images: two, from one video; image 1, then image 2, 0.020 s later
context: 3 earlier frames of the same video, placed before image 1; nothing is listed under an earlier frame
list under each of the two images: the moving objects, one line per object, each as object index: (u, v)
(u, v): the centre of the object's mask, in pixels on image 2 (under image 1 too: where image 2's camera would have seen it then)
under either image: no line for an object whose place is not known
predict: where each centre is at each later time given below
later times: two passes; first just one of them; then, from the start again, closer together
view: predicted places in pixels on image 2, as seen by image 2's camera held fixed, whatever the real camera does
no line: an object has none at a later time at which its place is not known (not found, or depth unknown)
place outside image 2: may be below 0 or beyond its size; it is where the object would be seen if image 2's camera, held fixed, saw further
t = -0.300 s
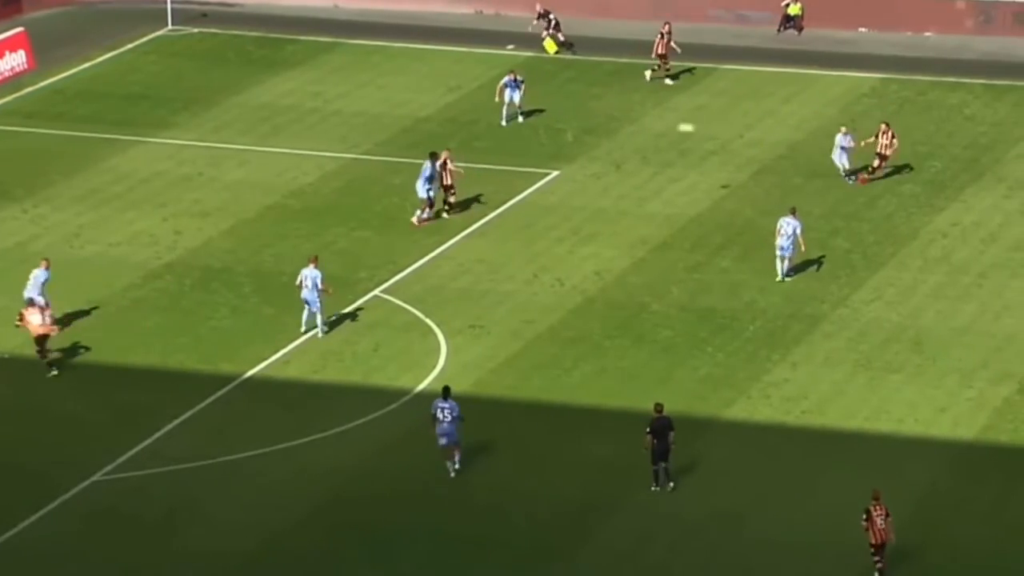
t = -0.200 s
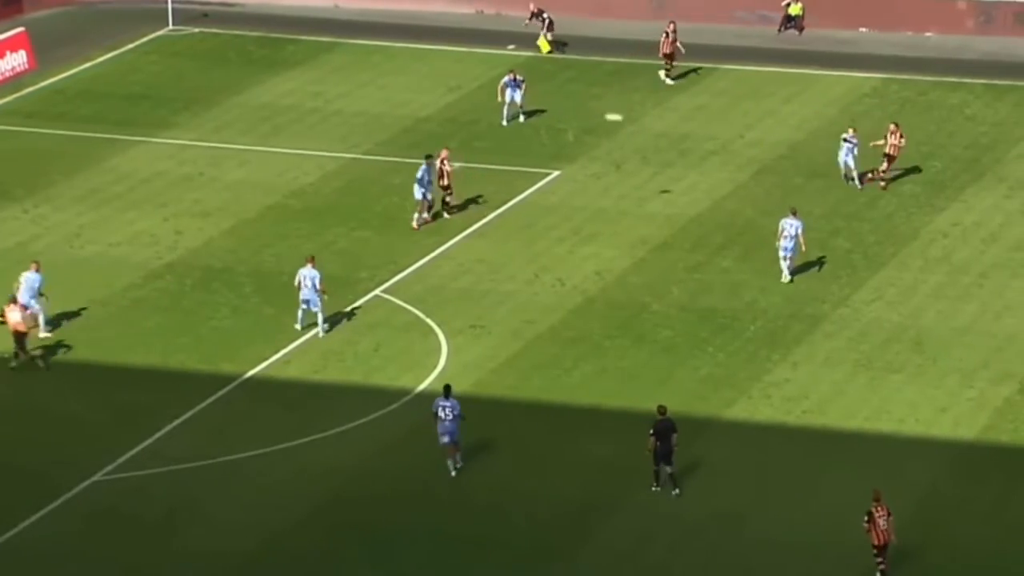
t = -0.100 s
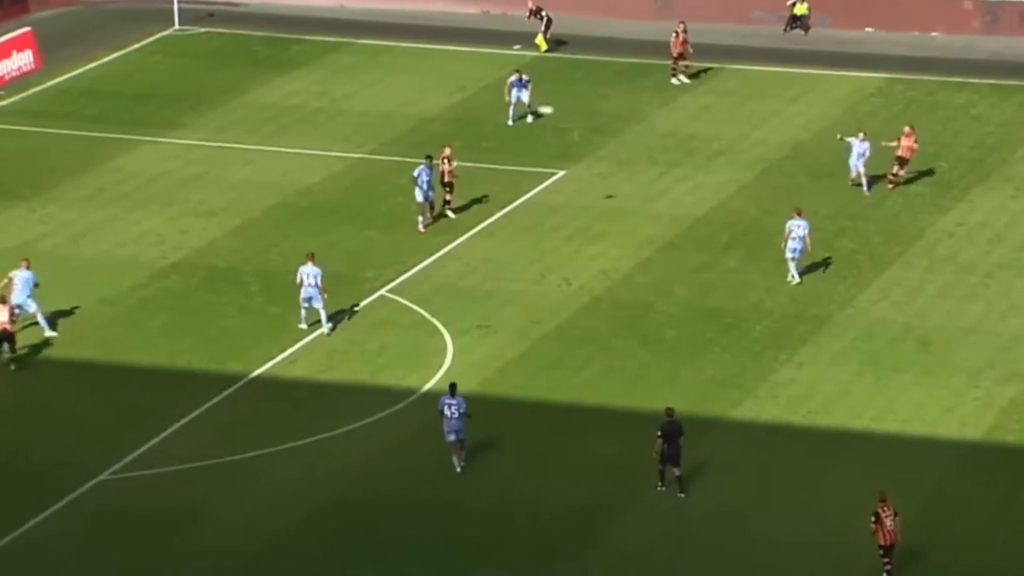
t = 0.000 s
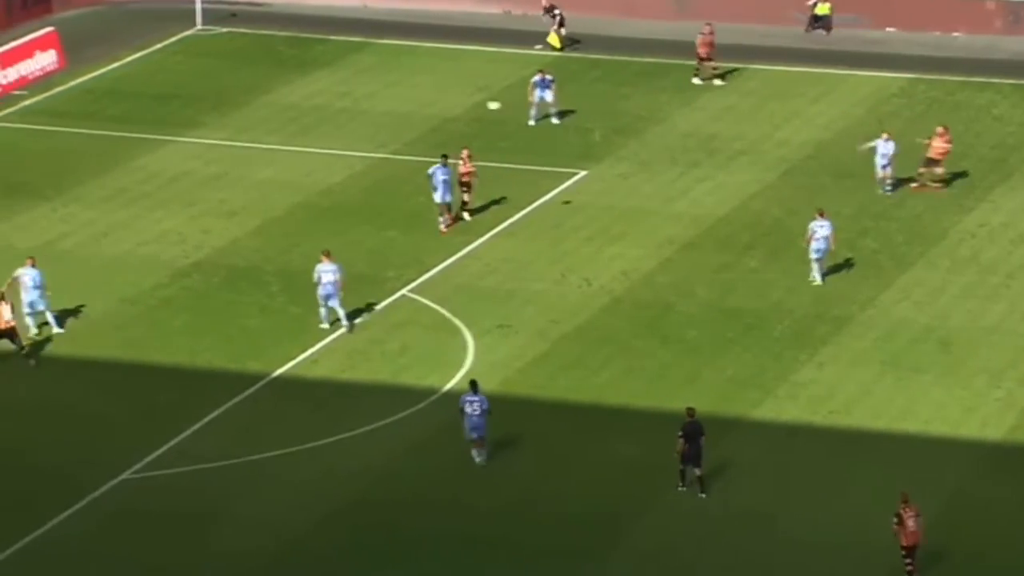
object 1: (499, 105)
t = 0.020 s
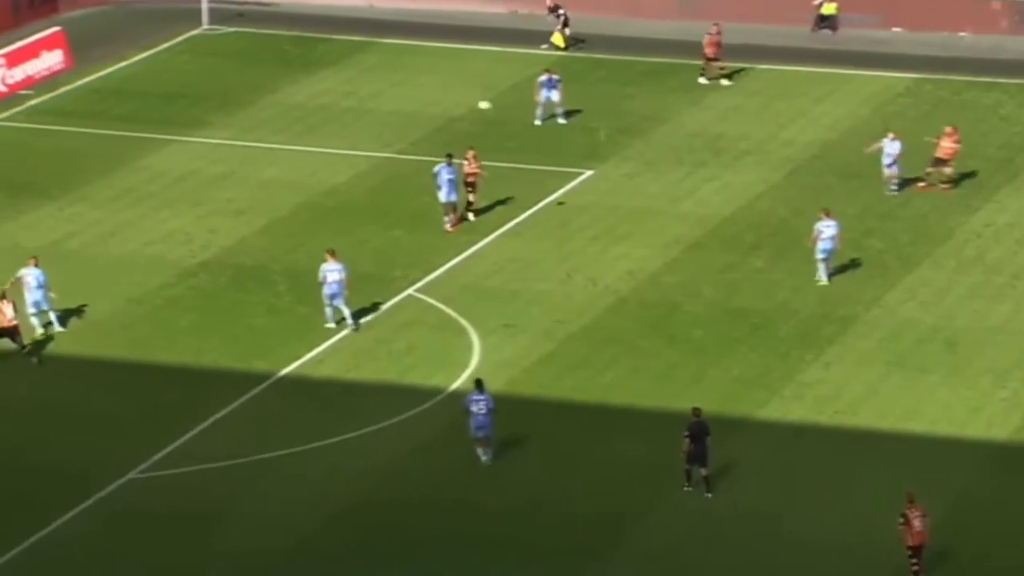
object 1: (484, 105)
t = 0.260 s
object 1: (303, 111)
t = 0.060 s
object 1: (454, 105)
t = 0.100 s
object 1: (423, 105)
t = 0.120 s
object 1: (408, 105)
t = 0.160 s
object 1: (378, 106)
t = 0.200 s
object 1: (348, 108)
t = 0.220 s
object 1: (332, 109)
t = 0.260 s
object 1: (303, 111)
